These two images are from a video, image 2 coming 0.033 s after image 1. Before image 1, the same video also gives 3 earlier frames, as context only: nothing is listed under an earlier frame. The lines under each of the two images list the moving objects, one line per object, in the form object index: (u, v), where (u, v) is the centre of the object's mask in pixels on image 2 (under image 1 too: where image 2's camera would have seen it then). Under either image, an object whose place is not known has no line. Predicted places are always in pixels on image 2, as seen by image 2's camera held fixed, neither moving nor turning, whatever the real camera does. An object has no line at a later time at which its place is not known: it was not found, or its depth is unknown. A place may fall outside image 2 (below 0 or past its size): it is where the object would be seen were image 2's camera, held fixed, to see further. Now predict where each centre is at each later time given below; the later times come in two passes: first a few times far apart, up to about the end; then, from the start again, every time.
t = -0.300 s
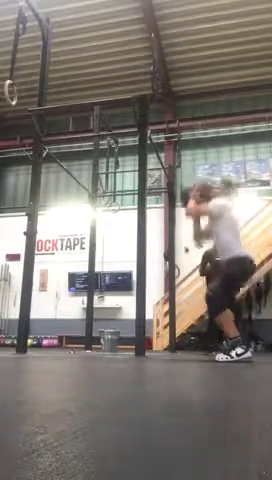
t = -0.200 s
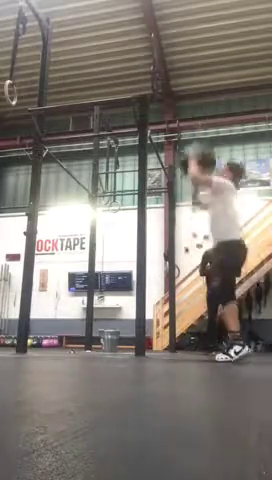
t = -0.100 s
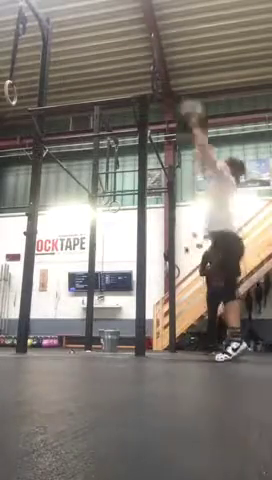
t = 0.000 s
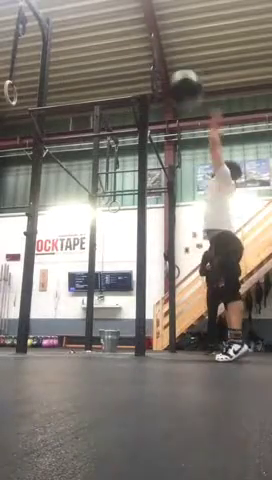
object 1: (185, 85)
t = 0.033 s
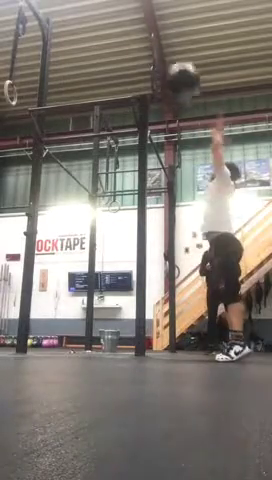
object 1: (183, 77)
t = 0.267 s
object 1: (170, 45)
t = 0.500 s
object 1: (176, 53)
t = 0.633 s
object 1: (182, 73)
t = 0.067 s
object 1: (180, 69)
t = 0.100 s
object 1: (178, 63)
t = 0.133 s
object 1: (176, 58)
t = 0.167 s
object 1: (175, 53)
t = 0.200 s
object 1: (173, 49)
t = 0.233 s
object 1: (171, 46)
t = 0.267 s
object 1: (170, 45)
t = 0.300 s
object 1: (169, 45)
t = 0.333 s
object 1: (170, 45)
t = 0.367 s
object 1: (171, 45)
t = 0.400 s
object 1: (171, 46)
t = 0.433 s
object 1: (173, 47)
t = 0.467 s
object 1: (174, 49)
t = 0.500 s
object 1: (176, 53)
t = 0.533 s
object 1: (177, 57)
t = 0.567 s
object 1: (178, 61)
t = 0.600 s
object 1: (180, 66)
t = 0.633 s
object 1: (182, 73)
